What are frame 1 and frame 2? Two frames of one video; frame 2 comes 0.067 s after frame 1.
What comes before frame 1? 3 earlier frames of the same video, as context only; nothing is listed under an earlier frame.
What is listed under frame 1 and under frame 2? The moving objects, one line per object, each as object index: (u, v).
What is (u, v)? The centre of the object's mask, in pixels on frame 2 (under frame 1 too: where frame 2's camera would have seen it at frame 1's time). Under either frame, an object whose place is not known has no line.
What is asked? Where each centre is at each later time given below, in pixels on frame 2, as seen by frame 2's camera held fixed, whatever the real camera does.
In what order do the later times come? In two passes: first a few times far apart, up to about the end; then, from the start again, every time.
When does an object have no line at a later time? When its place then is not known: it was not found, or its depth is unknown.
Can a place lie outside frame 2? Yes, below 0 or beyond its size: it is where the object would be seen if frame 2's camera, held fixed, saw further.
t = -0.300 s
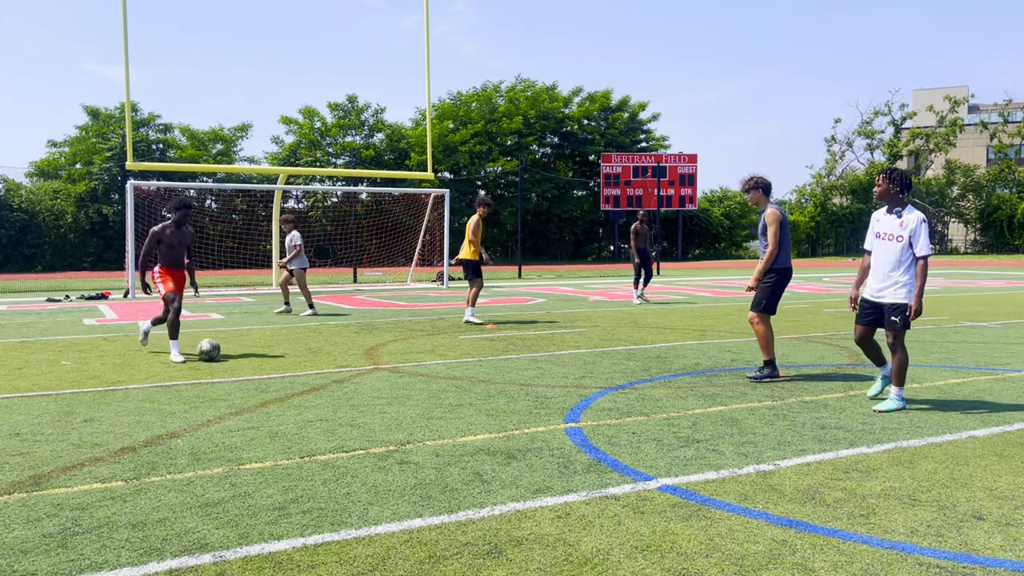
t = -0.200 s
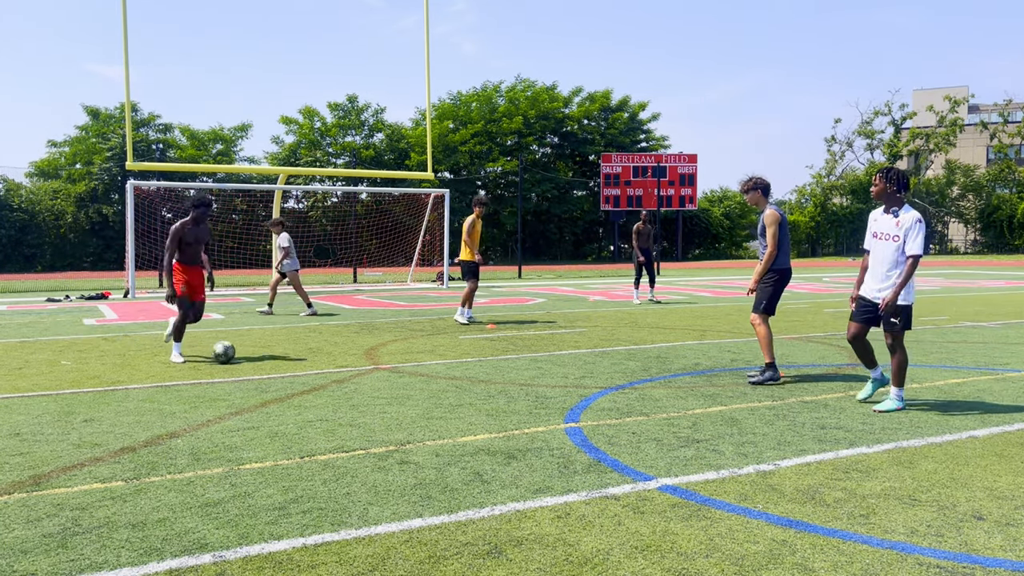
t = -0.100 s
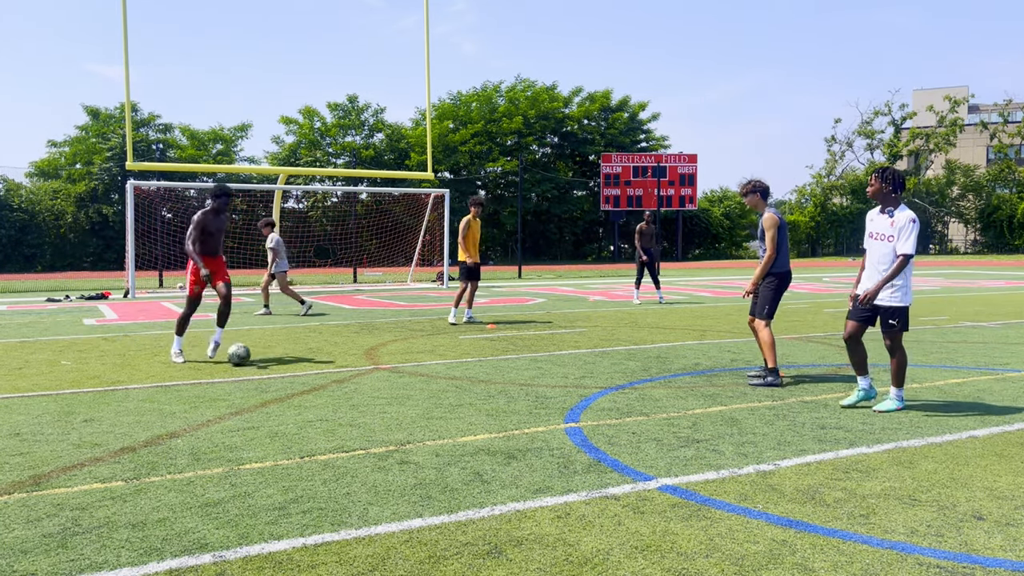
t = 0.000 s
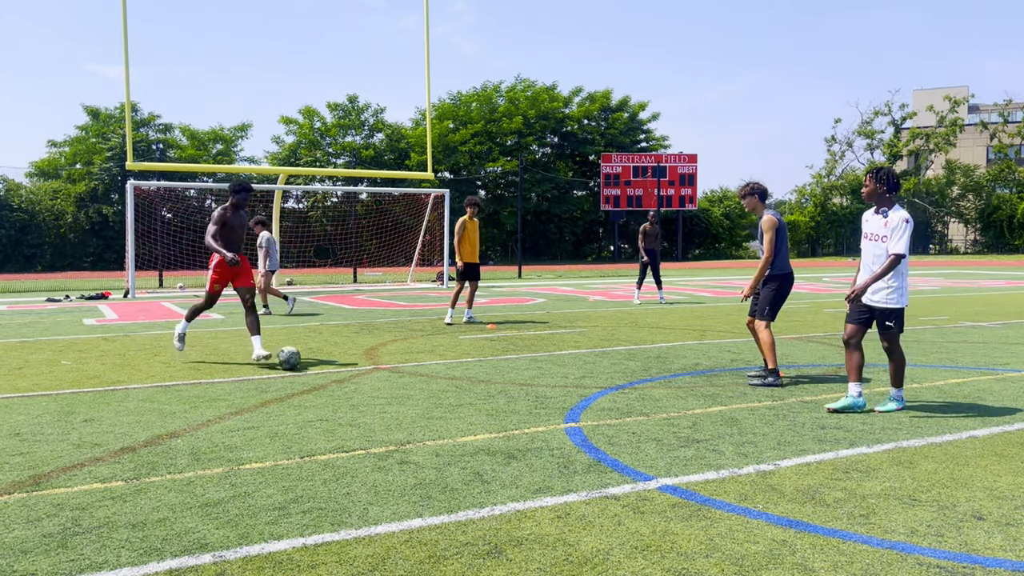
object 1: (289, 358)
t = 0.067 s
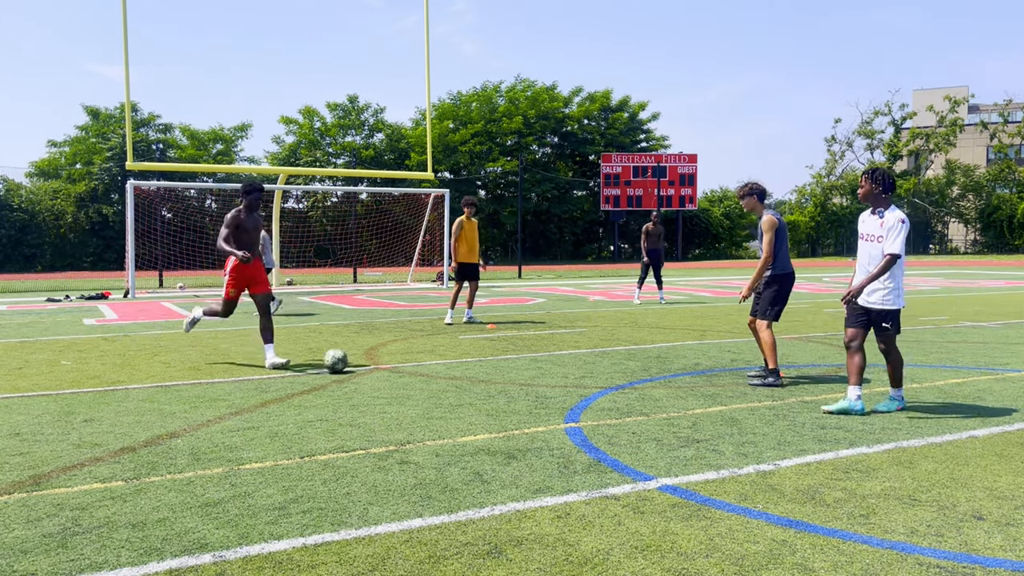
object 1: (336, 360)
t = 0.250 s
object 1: (462, 367)
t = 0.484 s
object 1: (621, 379)
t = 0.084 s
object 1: (347, 361)
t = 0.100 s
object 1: (358, 361)
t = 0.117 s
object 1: (370, 362)
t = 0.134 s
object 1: (382, 363)
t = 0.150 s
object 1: (393, 364)
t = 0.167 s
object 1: (405, 365)
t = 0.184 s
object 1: (418, 367)
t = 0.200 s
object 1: (429, 367)
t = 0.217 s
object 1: (440, 366)
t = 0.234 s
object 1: (451, 366)
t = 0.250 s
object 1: (462, 367)
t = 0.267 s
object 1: (474, 369)
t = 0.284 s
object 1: (486, 370)
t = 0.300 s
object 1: (498, 371)
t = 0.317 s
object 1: (510, 373)
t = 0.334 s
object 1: (521, 374)
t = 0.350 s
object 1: (532, 374)
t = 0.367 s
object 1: (543, 374)
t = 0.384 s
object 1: (554, 375)
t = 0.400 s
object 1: (566, 376)
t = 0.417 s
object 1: (578, 377)
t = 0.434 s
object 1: (589, 379)
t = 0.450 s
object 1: (600, 379)
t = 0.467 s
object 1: (610, 379)
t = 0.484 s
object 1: (621, 379)
